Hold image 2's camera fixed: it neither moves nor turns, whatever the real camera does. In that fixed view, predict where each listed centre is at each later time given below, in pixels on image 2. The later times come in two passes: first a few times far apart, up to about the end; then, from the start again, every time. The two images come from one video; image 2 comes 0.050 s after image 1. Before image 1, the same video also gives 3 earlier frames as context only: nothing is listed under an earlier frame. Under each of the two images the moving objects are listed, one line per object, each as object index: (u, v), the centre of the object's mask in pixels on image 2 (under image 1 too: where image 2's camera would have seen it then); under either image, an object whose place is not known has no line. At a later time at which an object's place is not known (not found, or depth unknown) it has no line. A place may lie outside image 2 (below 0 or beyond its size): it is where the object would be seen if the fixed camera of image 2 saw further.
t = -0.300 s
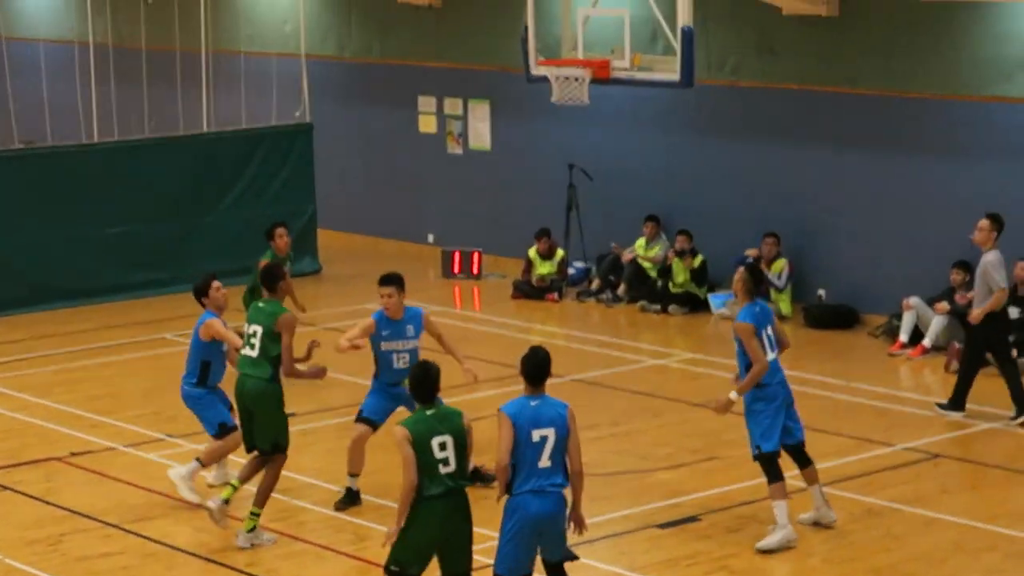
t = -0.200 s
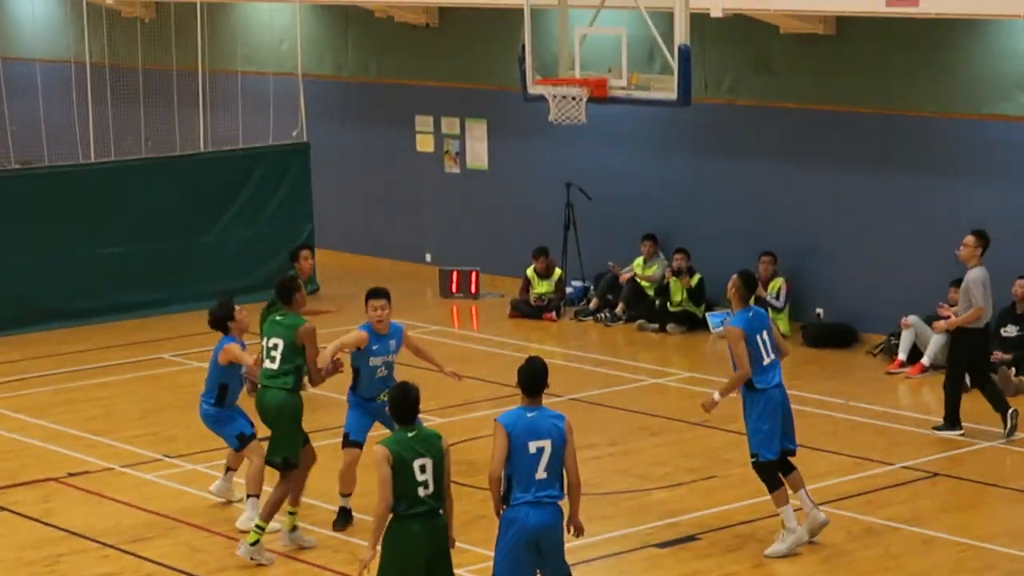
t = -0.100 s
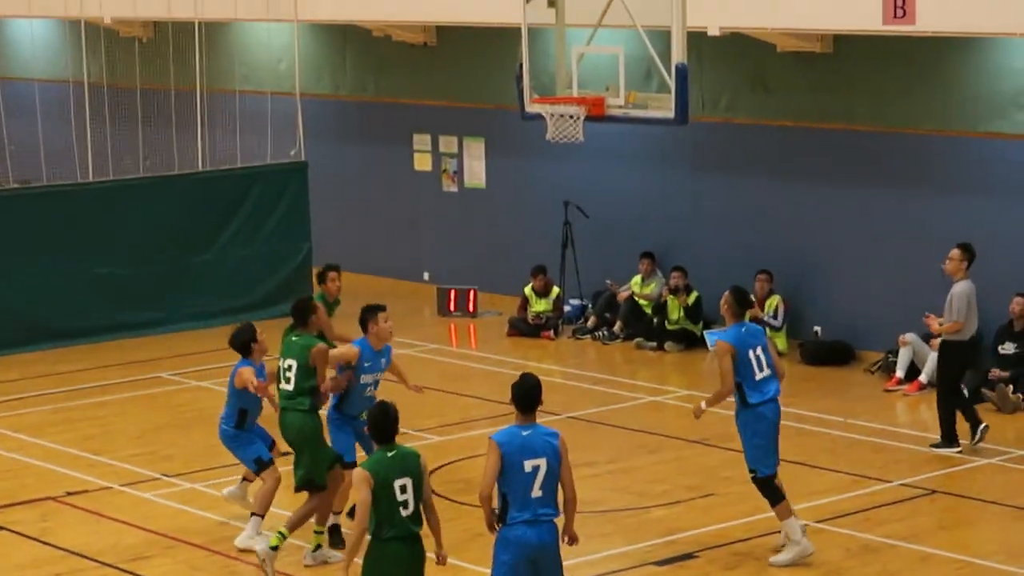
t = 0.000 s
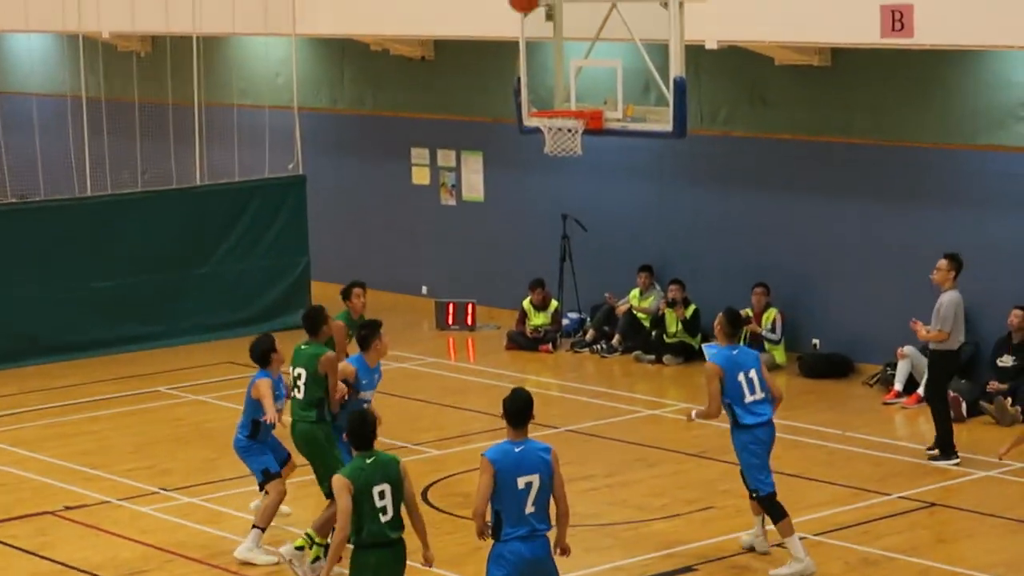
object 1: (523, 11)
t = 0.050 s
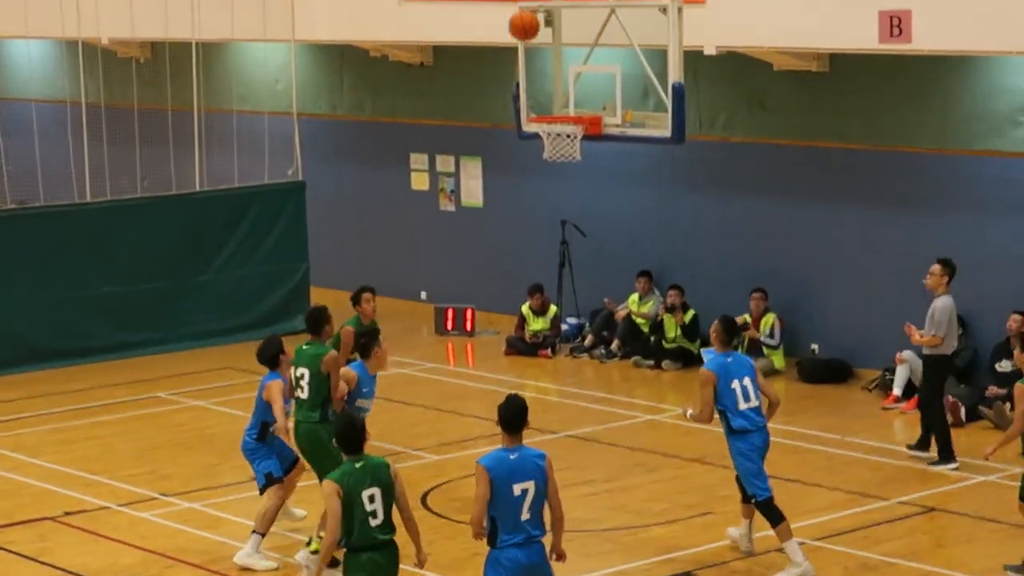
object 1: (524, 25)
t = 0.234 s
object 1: (534, 100)
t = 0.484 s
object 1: (551, 85)
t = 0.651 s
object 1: (517, 105)
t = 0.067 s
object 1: (525, 33)
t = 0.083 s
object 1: (525, 42)
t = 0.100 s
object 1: (526, 50)
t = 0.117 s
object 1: (526, 59)
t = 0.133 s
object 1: (527, 68)
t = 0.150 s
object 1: (528, 78)
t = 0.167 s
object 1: (529, 88)
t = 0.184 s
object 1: (529, 97)
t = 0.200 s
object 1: (530, 106)
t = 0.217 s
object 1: (532, 103)
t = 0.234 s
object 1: (534, 100)
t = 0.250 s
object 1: (536, 97)
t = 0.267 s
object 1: (538, 95)
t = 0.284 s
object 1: (540, 92)
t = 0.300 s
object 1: (542, 90)
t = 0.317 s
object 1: (543, 89)
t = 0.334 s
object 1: (546, 87)
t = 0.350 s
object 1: (548, 86)
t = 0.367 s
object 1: (550, 85)
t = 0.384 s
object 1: (552, 85)
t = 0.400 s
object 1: (554, 85)
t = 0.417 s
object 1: (556, 85)
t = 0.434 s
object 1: (558, 86)
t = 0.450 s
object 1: (557, 85)
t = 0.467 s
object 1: (554, 86)
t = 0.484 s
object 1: (551, 85)
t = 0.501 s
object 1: (547, 86)
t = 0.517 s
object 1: (544, 86)
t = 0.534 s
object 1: (540, 88)
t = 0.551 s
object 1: (538, 89)
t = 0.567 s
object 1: (534, 91)
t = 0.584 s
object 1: (530, 93)
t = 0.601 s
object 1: (527, 96)
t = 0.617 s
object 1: (524, 98)
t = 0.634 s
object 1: (521, 101)
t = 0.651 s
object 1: (517, 105)
